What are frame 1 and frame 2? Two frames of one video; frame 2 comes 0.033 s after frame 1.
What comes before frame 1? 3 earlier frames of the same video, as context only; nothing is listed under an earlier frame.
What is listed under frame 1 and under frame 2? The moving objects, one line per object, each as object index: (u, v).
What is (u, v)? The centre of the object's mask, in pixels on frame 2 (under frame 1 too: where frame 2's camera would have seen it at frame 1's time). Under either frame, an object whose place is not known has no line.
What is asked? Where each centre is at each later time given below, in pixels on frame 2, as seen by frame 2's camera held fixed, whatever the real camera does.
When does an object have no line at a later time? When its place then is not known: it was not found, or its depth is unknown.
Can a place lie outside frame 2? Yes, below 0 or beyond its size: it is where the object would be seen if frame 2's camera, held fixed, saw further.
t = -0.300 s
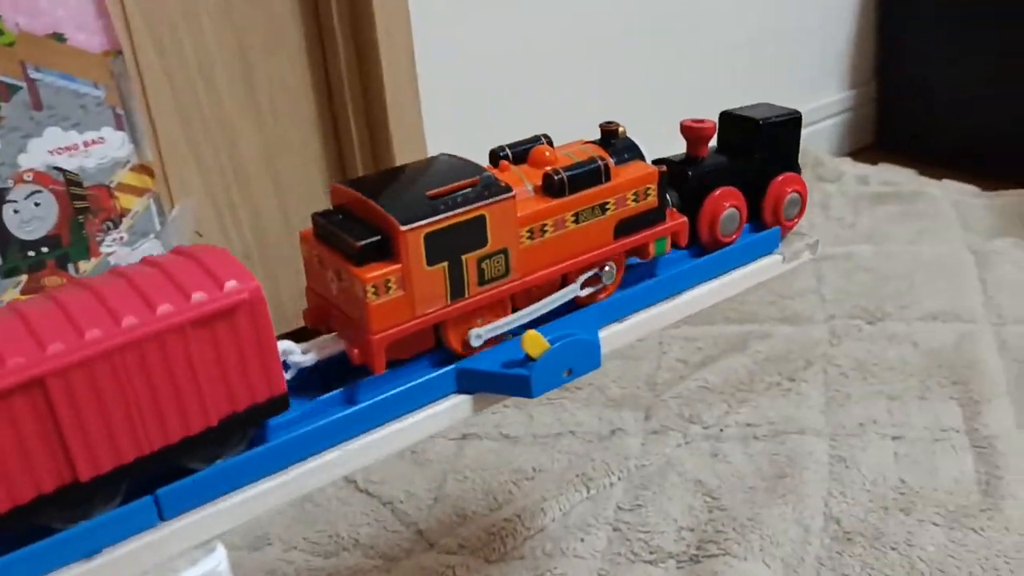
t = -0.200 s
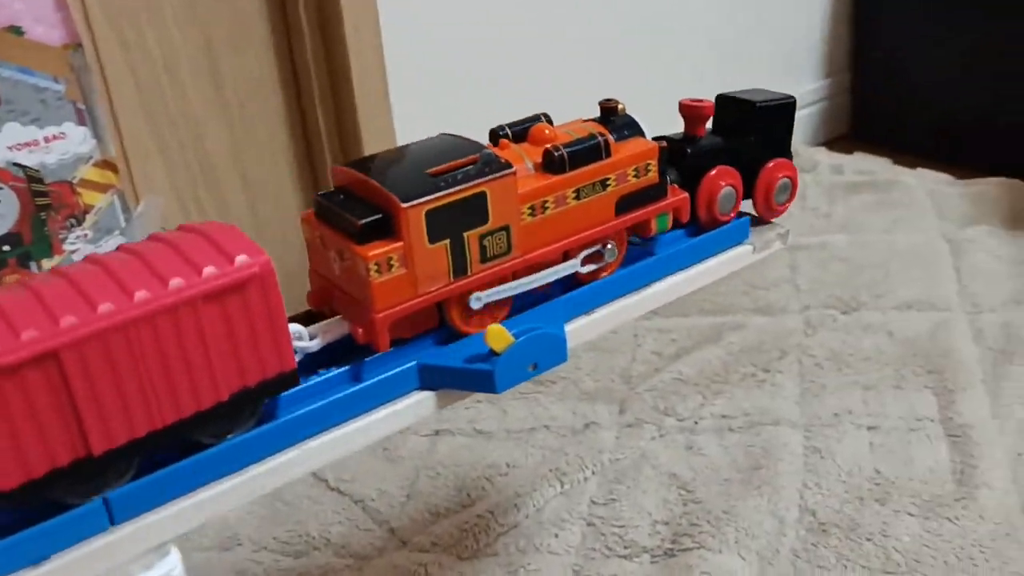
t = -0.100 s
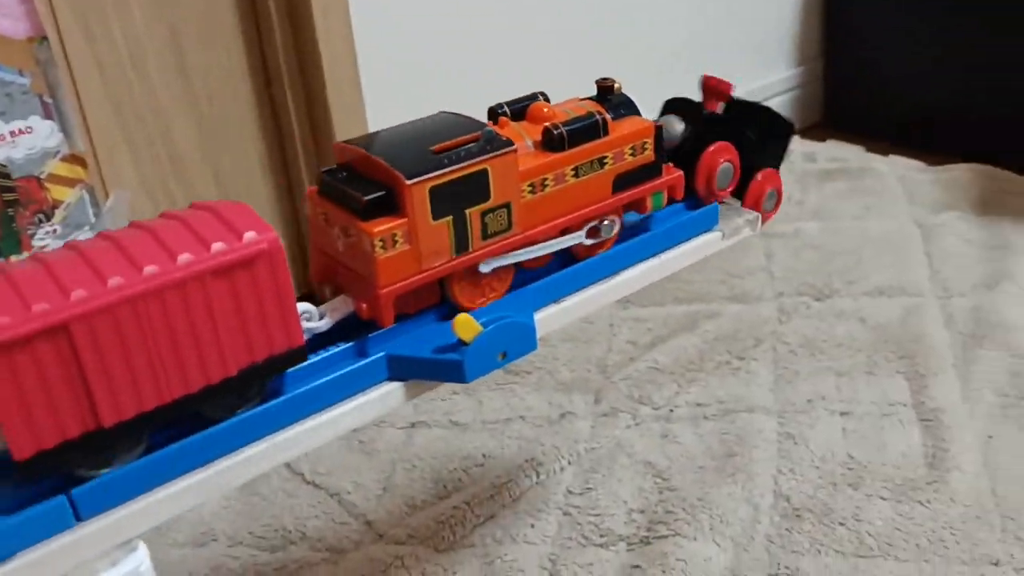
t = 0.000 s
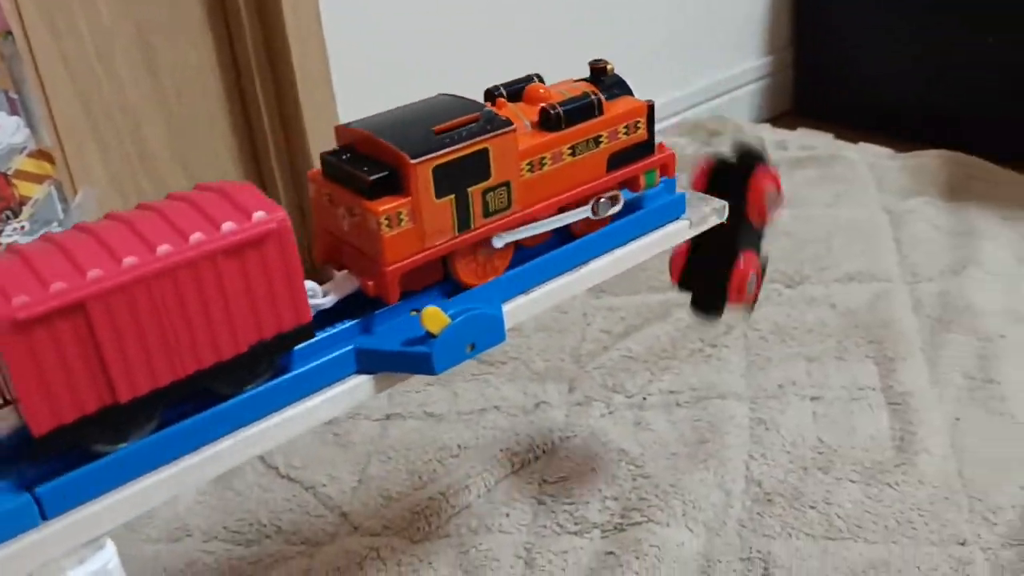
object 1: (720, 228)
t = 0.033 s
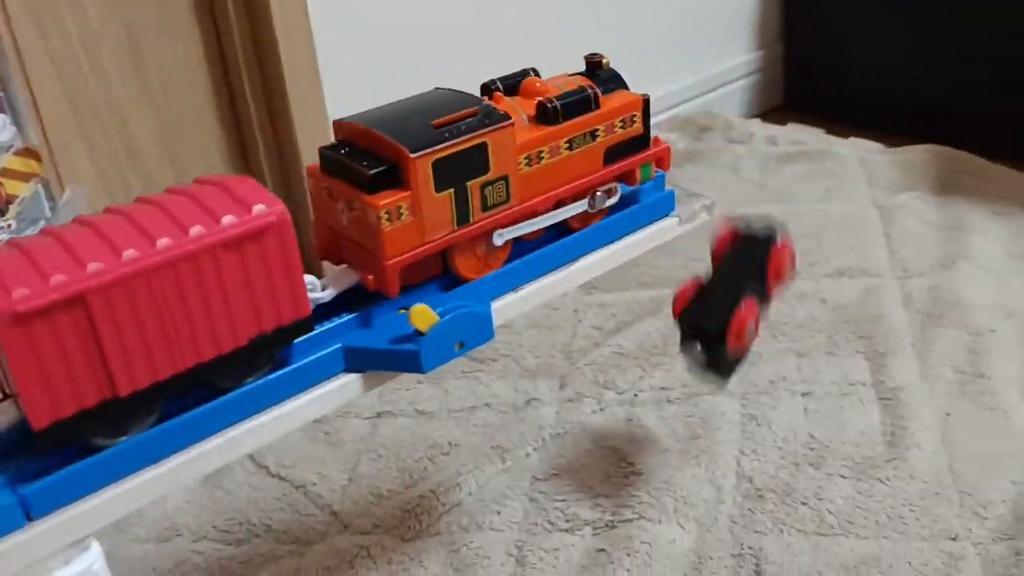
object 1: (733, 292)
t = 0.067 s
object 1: (741, 381)
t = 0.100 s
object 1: (757, 407)
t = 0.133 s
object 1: (784, 367)
